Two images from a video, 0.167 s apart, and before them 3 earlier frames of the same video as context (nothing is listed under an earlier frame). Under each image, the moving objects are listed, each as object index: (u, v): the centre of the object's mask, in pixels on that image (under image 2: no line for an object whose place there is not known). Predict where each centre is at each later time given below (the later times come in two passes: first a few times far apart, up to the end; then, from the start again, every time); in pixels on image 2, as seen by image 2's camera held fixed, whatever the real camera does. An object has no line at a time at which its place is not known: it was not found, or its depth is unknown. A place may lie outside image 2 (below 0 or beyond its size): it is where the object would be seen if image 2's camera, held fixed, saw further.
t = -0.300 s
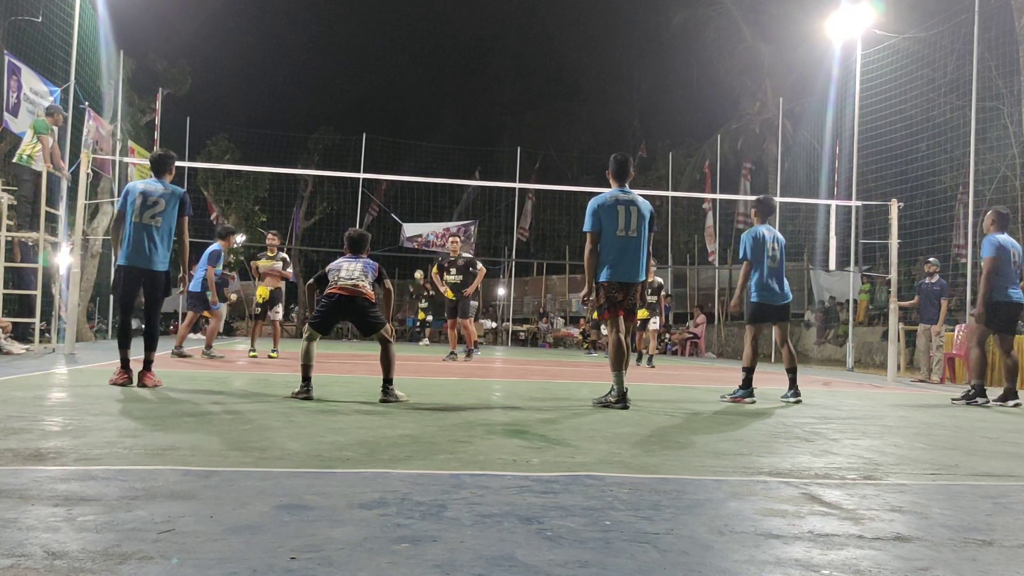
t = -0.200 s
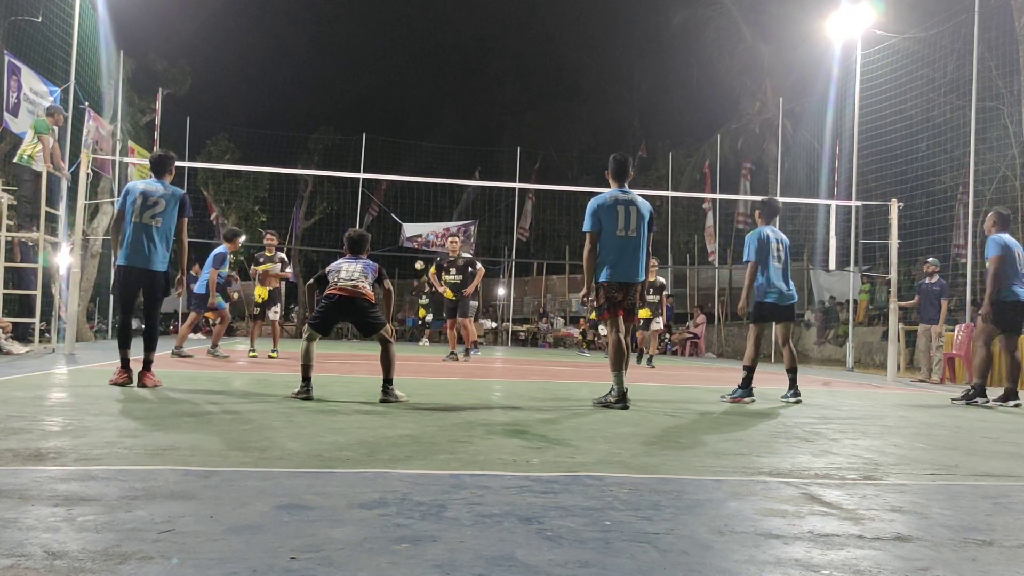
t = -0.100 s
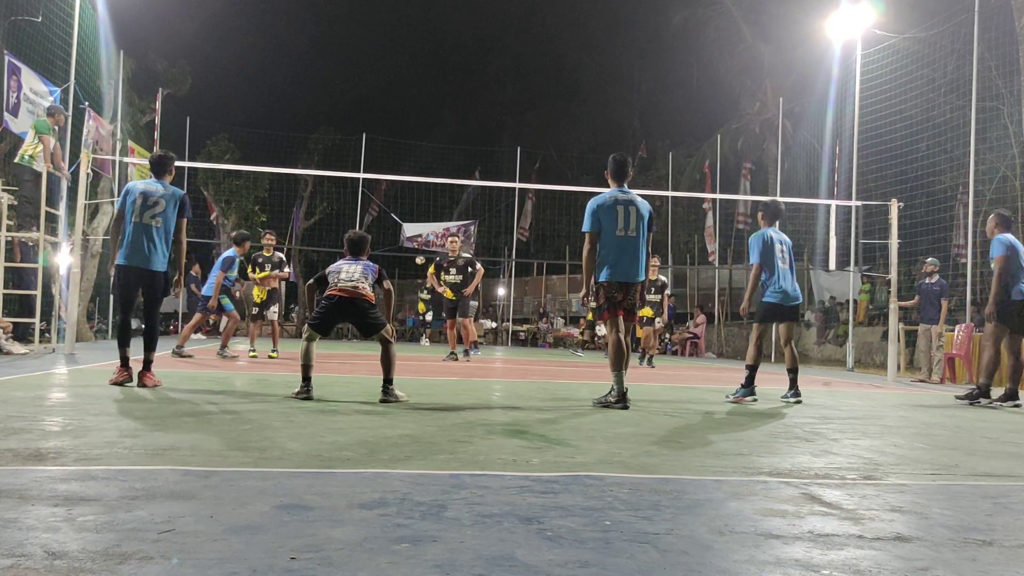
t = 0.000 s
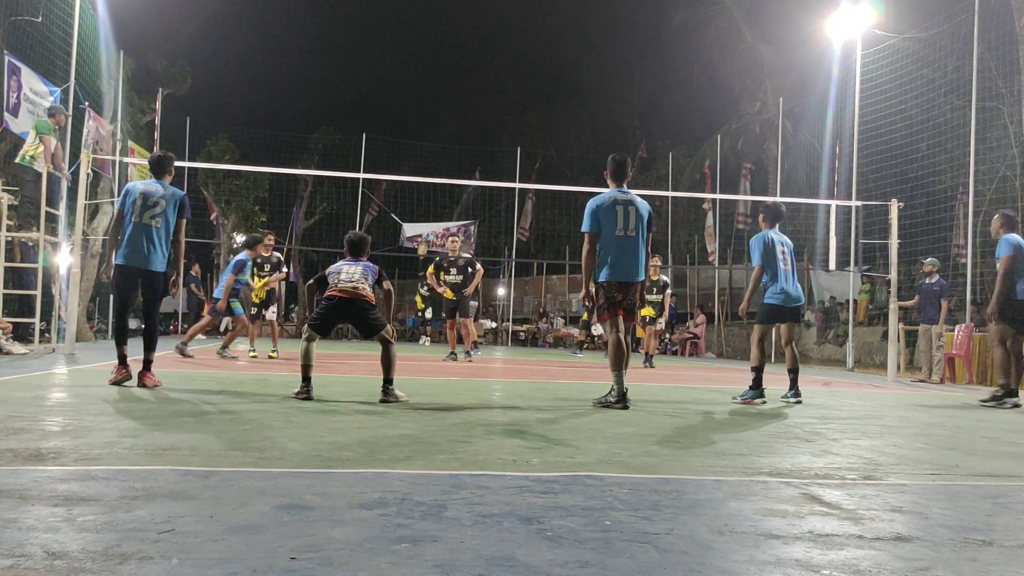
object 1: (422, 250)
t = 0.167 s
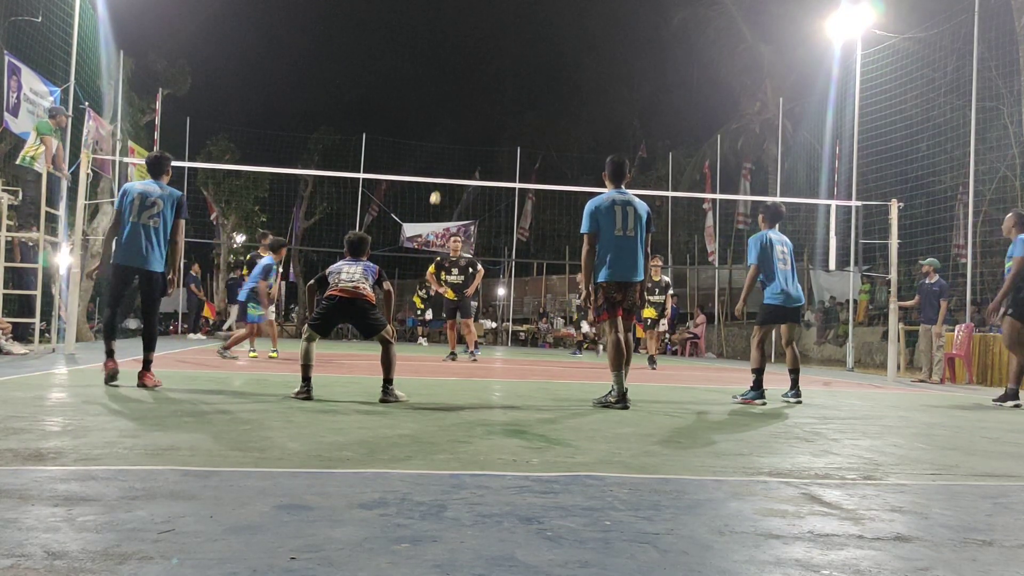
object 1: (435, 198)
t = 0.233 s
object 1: (440, 178)
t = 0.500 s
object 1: (461, 115)
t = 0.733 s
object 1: (484, 84)
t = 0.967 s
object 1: (512, 83)
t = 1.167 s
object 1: (538, 120)
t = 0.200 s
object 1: (437, 189)
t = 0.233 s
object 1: (440, 178)
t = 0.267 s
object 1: (443, 170)
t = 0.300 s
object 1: (445, 161)
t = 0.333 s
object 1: (448, 152)
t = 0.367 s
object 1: (450, 144)
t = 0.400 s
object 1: (453, 136)
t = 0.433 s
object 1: (455, 129)
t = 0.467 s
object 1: (458, 121)
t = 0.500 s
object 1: (461, 115)
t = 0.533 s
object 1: (464, 109)
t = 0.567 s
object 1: (467, 103)
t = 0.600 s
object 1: (470, 99)
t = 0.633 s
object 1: (473, 94)
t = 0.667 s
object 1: (477, 90)
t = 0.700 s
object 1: (480, 87)
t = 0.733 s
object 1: (484, 84)
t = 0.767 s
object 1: (488, 81)
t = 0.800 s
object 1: (491, 80)
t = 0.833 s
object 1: (495, 79)
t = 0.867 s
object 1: (499, 78)
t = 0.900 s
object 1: (503, 79)
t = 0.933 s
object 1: (507, 80)
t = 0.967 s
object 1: (512, 83)
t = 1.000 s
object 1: (516, 86)
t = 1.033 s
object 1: (520, 91)
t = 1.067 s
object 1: (525, 96)
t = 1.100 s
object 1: (529, 103)
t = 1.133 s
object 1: (534, 111)
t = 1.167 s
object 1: (538, 120)
